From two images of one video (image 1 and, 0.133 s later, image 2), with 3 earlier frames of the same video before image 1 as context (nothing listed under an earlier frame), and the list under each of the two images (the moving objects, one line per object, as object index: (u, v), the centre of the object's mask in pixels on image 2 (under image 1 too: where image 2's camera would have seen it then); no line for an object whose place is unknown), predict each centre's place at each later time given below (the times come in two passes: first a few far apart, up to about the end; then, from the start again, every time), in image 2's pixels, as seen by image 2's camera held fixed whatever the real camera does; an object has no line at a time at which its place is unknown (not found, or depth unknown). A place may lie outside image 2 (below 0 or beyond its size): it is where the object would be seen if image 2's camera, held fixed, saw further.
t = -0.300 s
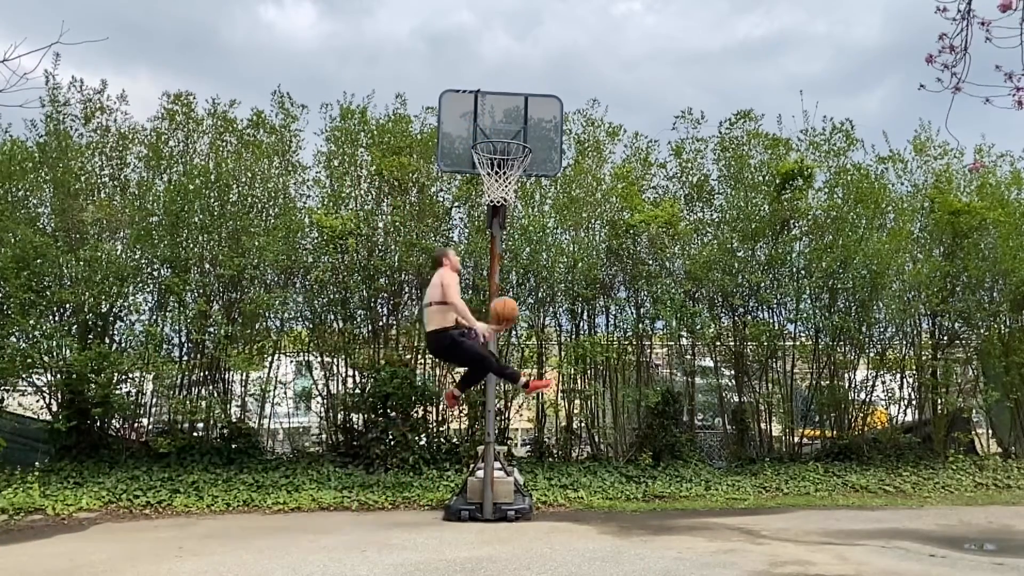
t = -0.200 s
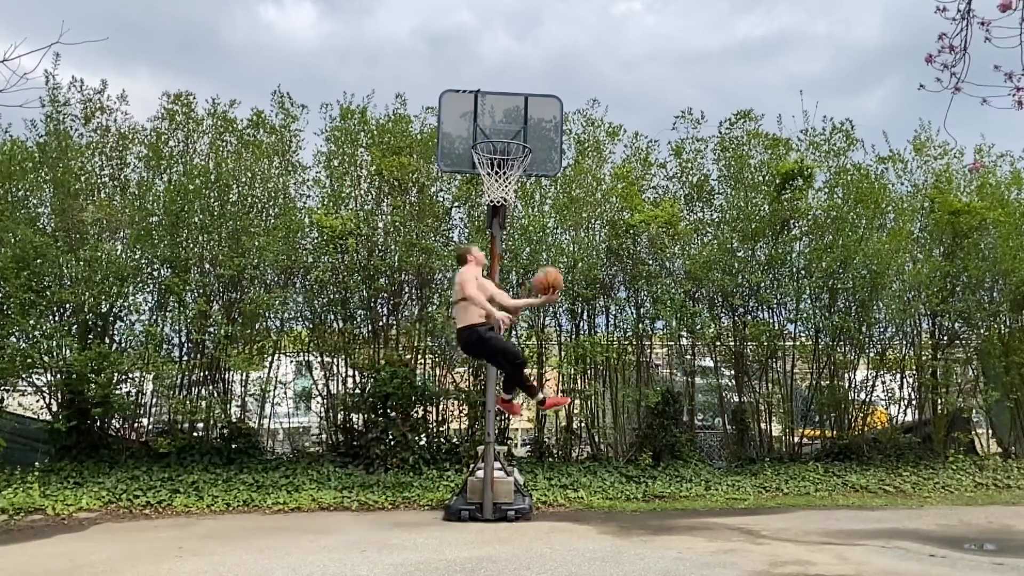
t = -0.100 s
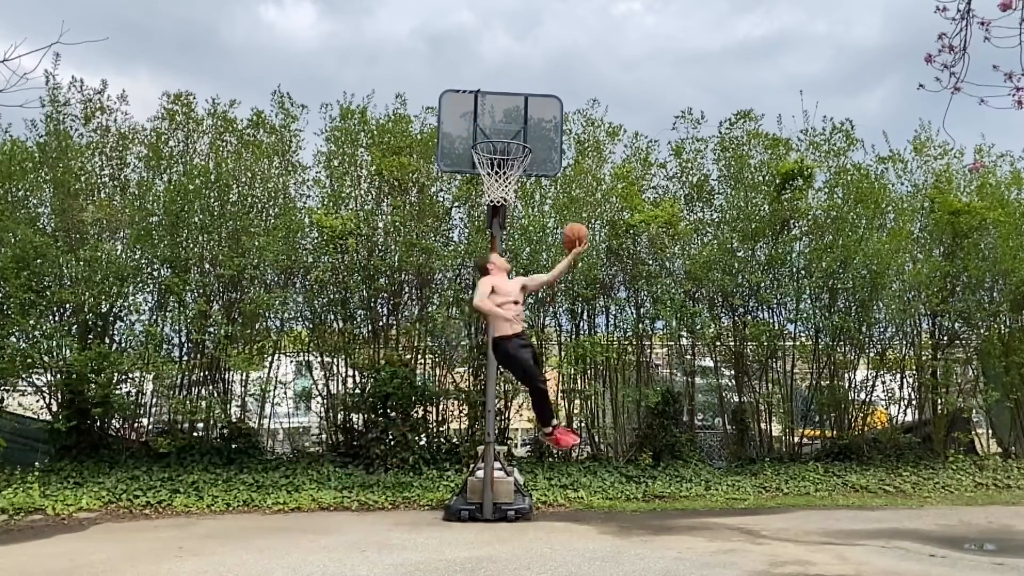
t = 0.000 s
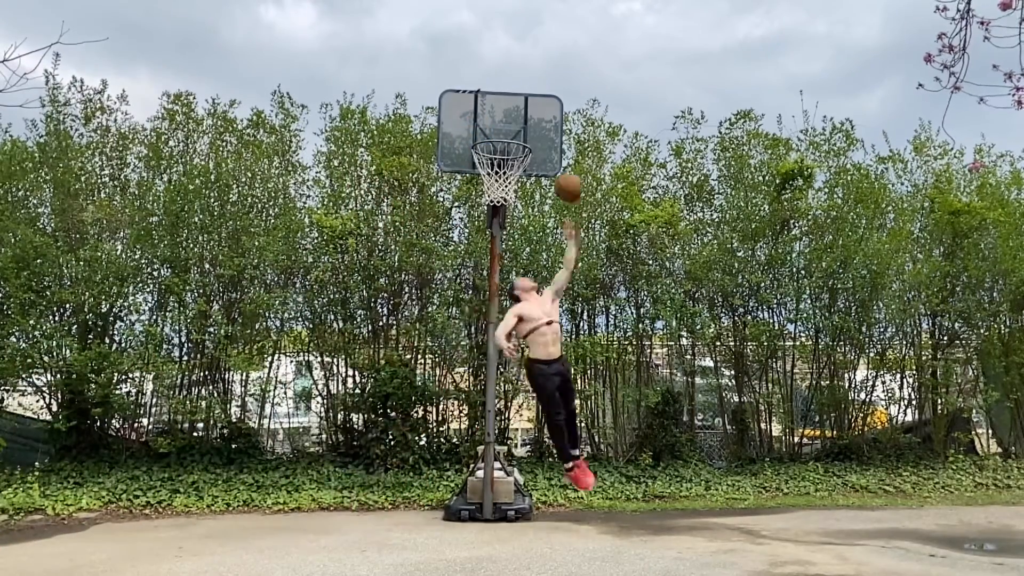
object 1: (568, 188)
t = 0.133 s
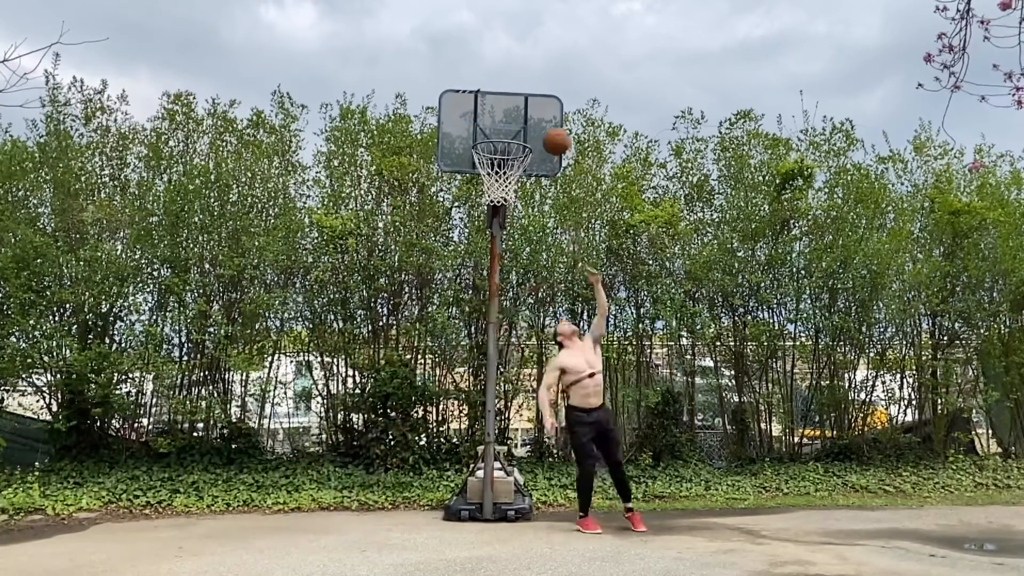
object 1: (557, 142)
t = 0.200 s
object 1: (549, 127)
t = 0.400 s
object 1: (525, 114)
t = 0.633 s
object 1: (498, 154)
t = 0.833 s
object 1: (485, 217)
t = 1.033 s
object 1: (479, 318)
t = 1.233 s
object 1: (472, 477)
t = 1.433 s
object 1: (480, 422)
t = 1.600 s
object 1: (489, 350)
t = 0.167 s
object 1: (552, 134)
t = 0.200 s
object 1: (549, 127)
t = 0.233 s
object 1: (544, 123)
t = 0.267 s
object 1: (541, 118)
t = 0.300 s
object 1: (536, 116)
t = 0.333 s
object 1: (533, 114)
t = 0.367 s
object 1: (529, 113)
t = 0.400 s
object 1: (525, 114)
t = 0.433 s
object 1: (521, 116)
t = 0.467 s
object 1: (517, 119)
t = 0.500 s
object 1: (513, 123)
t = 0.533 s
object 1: (510, 128)
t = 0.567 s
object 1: (507, 133)
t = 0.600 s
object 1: (503, 144)
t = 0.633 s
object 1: (498, 154)
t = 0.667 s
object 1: (493, 163)
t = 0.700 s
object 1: (488, 174)
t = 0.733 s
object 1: (489, 193)
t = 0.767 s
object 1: (487, 194)
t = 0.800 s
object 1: (487, 206)
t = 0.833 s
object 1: (485, 217)
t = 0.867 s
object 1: (484, 230)
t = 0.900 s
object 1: (483, 245)
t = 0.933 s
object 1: (483, 261)
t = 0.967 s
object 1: (481, 278)
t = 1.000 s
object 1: (480, 298)
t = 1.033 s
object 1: (479, 318)
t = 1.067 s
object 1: (479, 339)
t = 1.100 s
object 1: (477, 364)
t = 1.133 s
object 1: (475, 390)
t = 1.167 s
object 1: (474, 417)
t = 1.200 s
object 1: (473, 446)
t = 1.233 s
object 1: (472, 477)
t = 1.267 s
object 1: (470, 510)
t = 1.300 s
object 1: (471, 511)
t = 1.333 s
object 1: (473, 486)
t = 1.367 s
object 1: (475, 462)
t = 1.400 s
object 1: (477, 442)
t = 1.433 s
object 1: (480, 422)
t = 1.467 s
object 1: (482, 404)
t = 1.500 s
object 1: (484, 388)
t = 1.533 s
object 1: (486, 373)
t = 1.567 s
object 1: (488, 361)
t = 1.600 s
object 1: (489, 350)
